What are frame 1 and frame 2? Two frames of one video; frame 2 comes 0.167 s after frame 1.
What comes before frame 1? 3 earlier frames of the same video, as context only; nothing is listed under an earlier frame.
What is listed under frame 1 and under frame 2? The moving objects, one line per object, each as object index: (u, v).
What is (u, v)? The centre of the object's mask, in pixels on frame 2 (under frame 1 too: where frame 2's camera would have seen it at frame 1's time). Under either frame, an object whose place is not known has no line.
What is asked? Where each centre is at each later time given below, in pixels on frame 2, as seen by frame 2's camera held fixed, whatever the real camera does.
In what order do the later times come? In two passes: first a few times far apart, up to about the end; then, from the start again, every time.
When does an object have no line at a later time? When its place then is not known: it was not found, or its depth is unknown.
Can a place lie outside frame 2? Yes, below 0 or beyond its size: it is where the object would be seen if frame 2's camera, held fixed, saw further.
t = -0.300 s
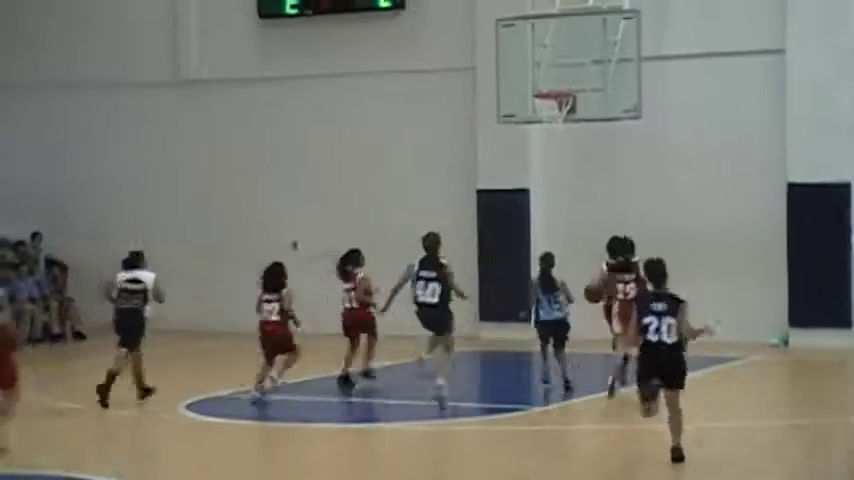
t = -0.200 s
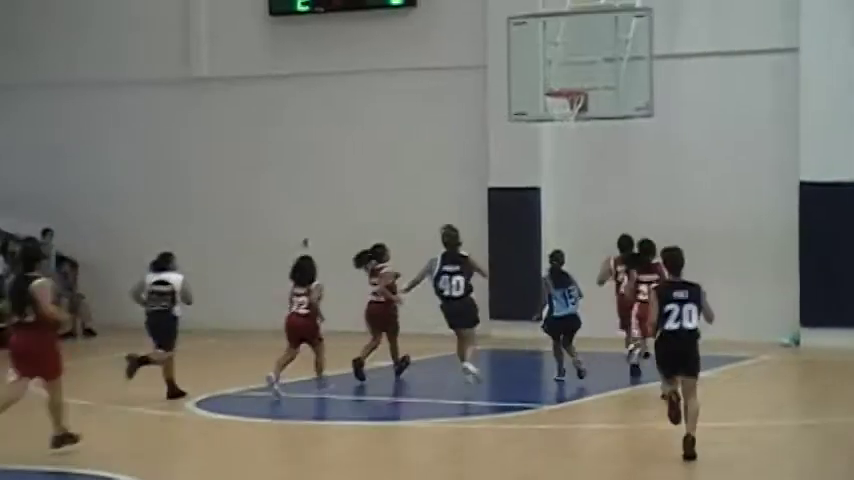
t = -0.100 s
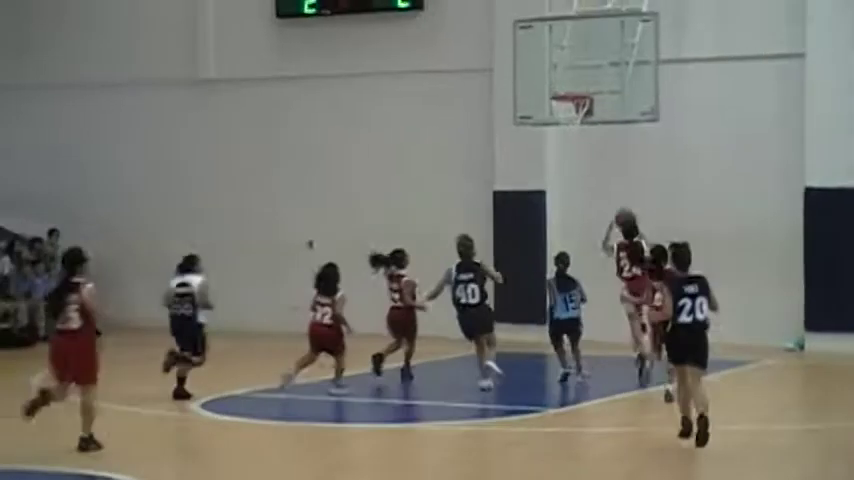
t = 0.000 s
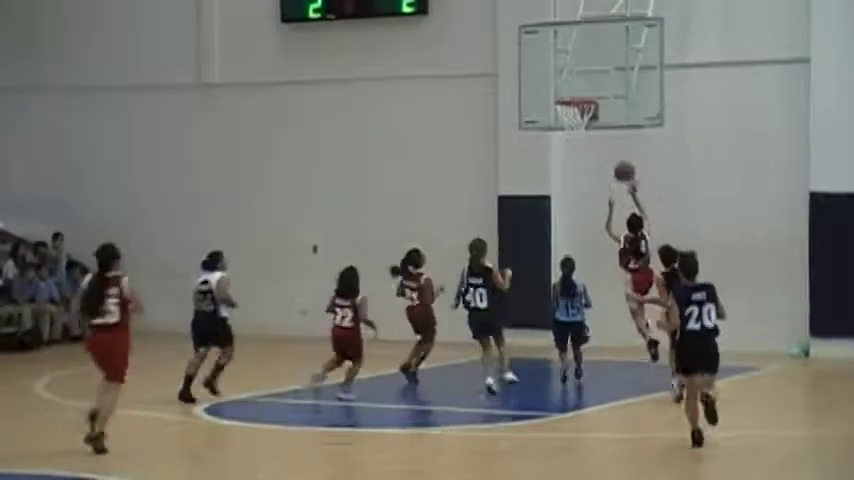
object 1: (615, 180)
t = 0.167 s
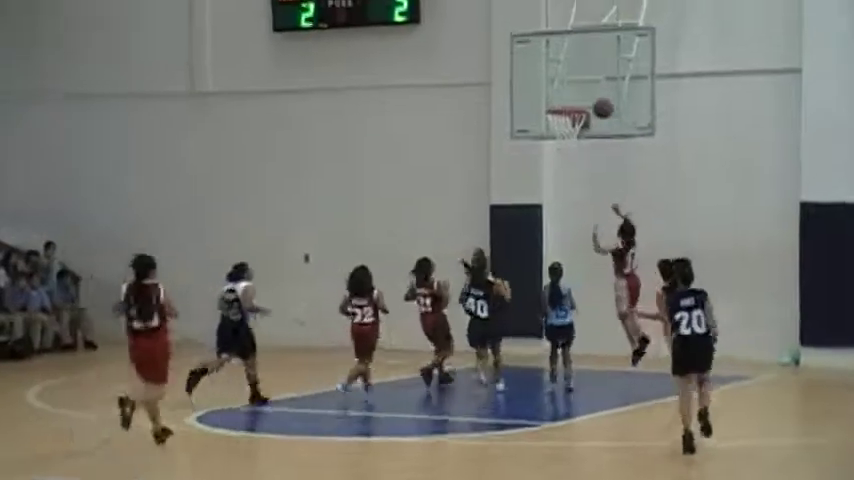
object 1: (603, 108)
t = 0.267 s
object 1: (596, 77)
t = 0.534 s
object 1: (578, 42)
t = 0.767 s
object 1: (549, 72)
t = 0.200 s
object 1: (601, 97)
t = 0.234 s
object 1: (599, 86)
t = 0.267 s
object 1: (596, 77)
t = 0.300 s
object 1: (594, 69)
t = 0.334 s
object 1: (592, 62)
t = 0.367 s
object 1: (590, 56)
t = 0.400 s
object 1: (588, 51)
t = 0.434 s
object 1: (586, 47)
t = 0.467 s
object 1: (584, 44)
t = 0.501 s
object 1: (582, 41)
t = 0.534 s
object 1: (578, 42)
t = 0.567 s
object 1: (574, 43)
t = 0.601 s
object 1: (569, 46)
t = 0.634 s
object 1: (565, 49)
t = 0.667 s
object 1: (561, 53)
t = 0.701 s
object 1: (557, 58)
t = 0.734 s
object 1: (553, 64)
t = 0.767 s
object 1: (549, 72)
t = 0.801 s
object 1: (545, 79)
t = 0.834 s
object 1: (540, 88)
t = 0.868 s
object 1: (538, 98)
